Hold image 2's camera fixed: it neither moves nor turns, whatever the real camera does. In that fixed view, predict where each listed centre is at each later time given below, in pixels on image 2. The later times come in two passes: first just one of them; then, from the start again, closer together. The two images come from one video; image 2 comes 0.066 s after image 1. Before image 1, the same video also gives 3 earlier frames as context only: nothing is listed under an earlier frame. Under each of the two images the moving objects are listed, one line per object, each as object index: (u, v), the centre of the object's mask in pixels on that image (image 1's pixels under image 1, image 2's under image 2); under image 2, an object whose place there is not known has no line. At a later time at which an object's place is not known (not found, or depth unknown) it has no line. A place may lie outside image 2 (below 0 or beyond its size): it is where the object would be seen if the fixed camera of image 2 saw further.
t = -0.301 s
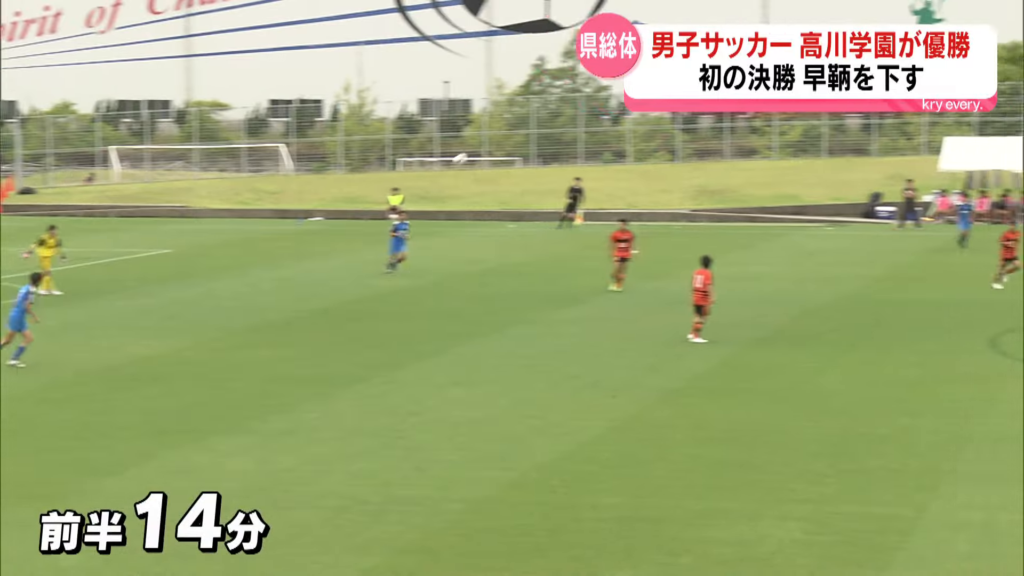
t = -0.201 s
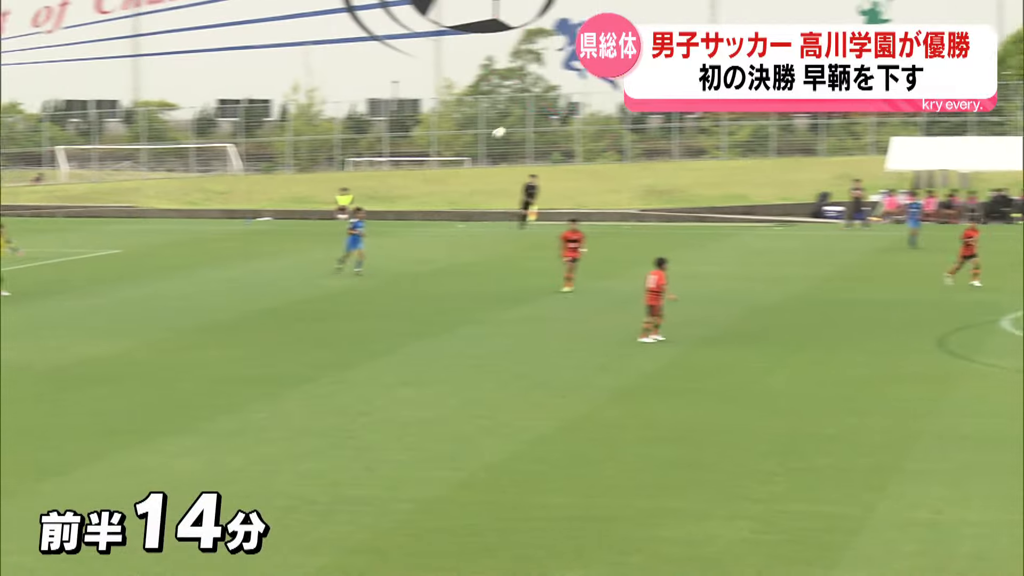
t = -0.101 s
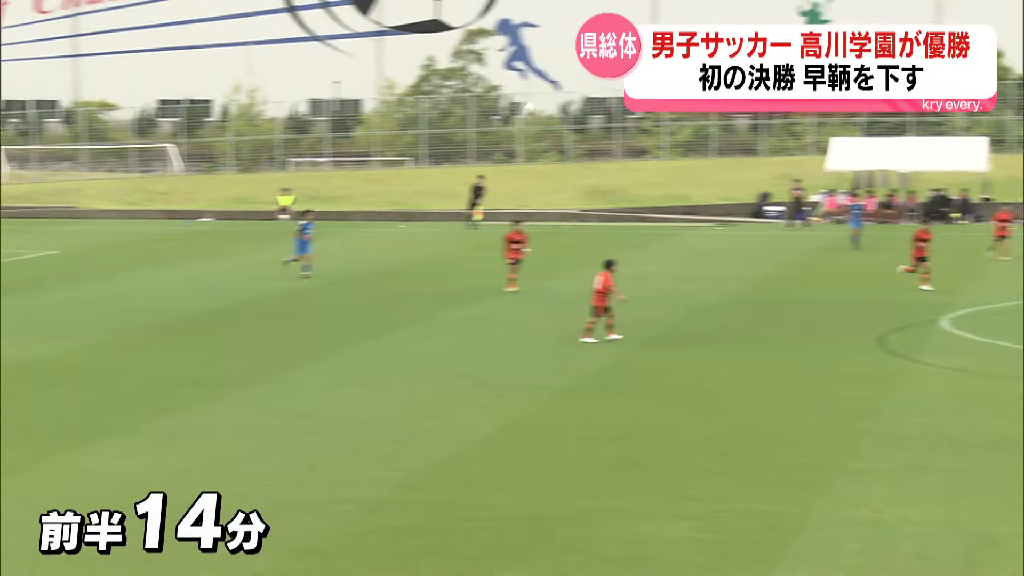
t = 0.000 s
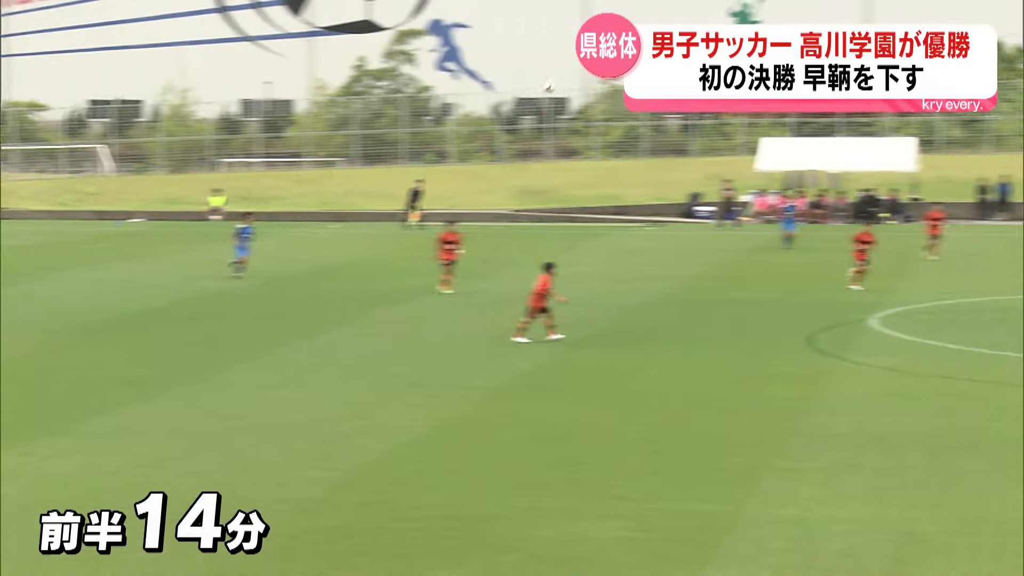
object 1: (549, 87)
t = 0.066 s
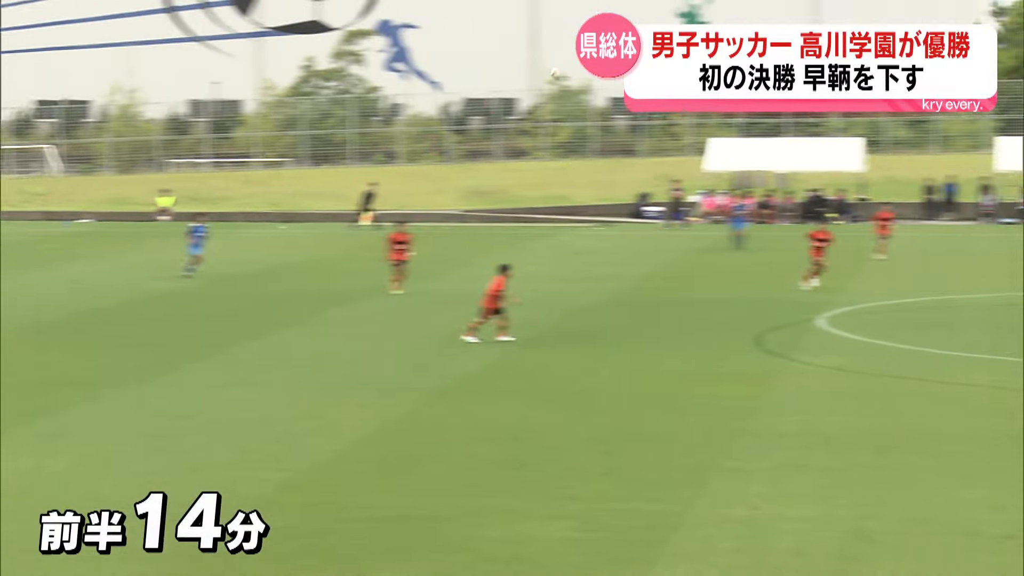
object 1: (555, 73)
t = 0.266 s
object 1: (731, 40)
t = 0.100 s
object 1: (586, 67)
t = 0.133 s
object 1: (614, 61)
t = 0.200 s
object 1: (672, 50)
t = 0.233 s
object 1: (702, 48)
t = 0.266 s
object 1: (731, 40)
